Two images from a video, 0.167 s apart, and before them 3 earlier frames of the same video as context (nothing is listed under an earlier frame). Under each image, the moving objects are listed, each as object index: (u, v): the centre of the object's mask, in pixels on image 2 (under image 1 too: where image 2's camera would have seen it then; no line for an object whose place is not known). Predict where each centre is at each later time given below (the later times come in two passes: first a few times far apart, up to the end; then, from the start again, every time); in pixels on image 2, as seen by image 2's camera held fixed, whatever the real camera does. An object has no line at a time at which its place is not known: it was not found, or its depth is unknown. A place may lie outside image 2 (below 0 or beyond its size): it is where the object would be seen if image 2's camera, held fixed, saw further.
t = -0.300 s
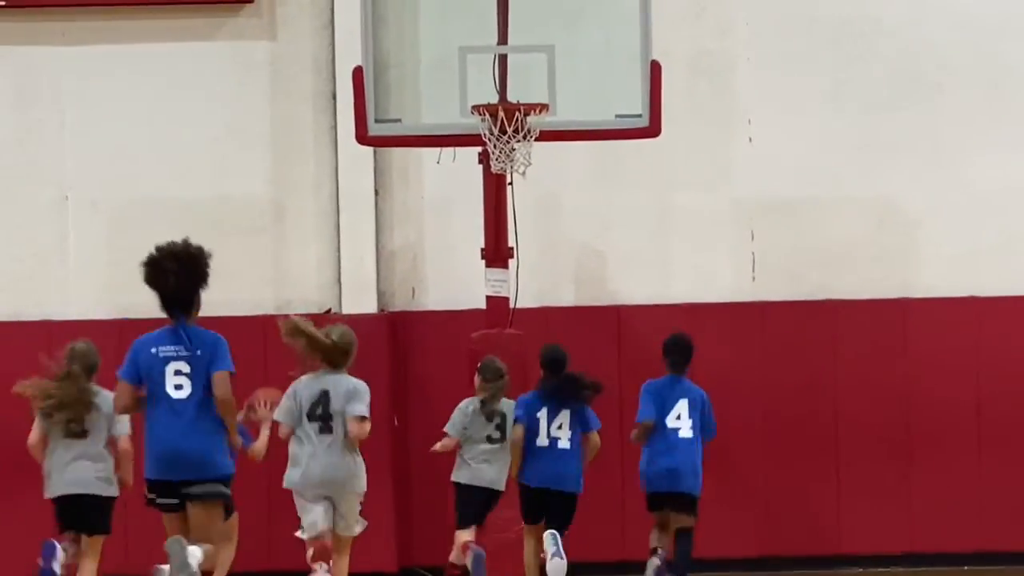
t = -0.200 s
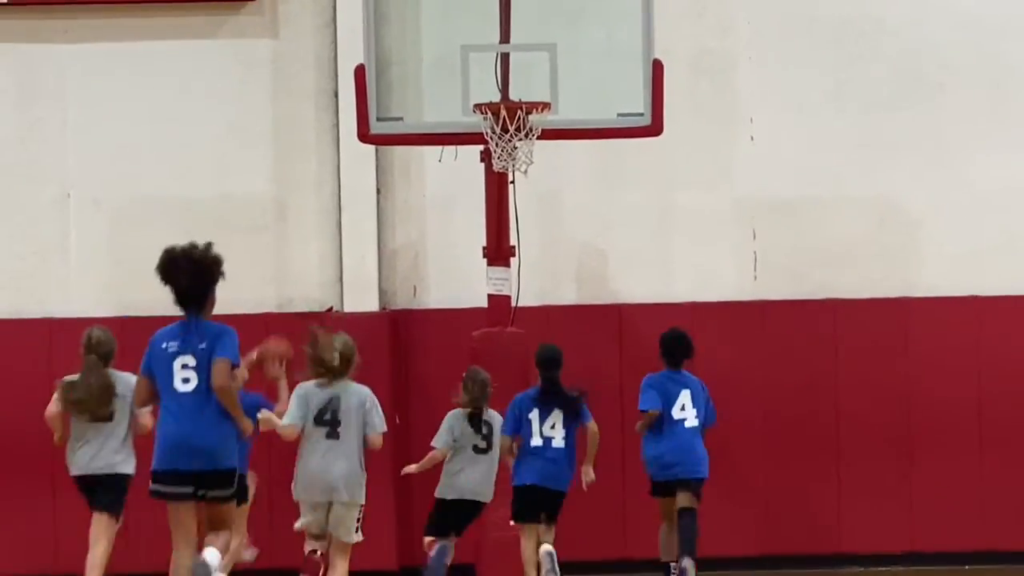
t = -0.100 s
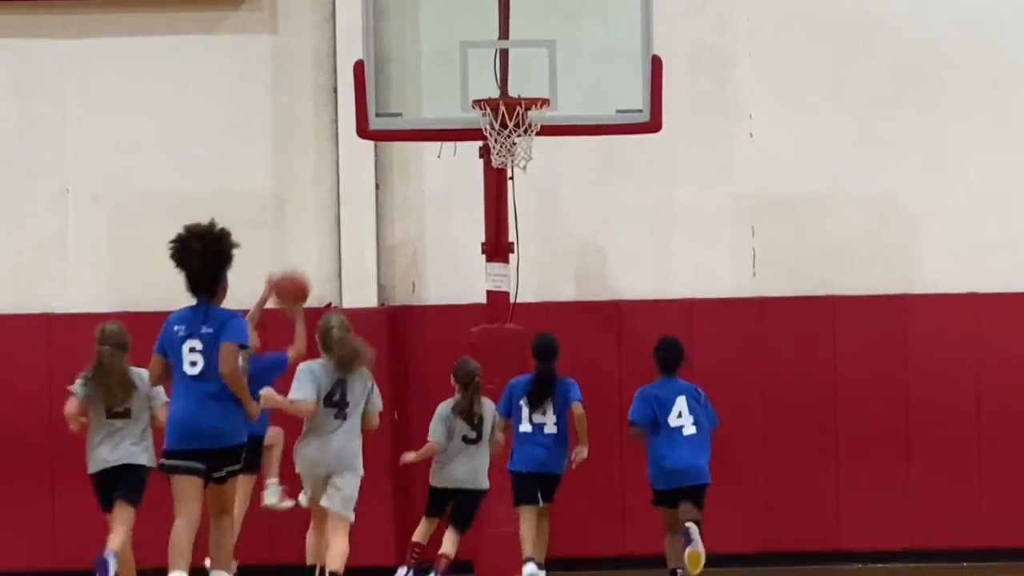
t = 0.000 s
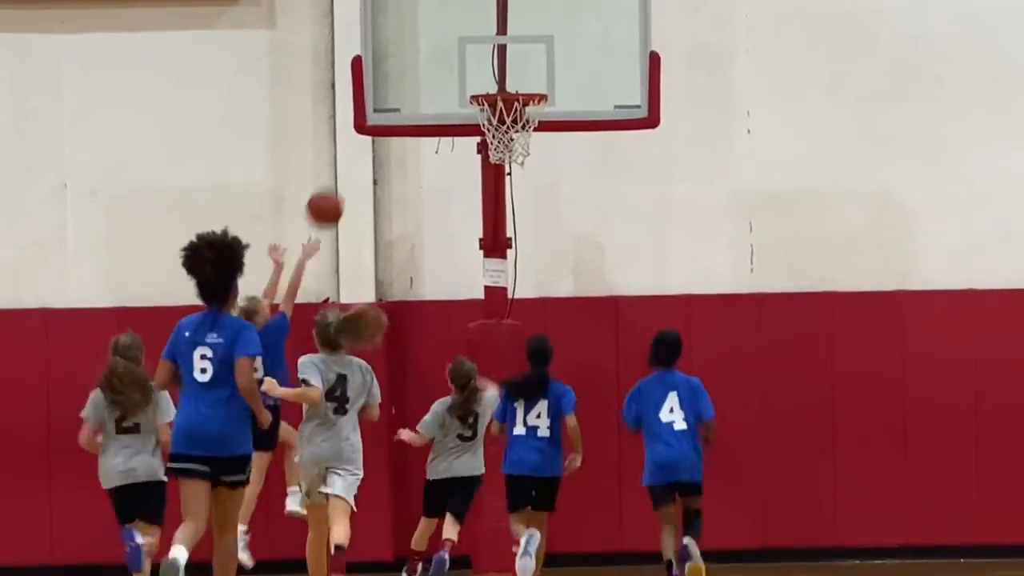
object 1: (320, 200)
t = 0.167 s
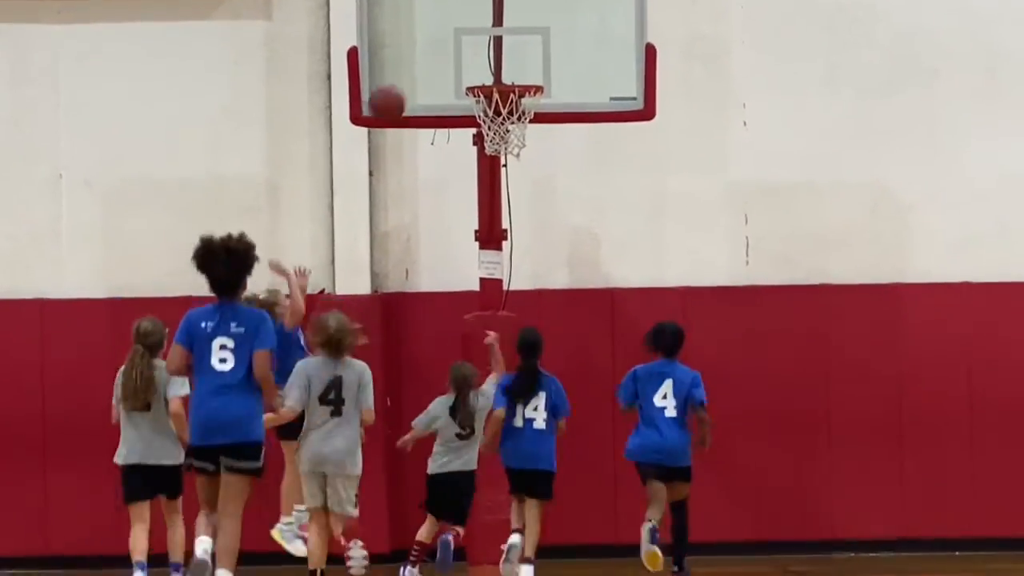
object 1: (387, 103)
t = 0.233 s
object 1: (412, 78)
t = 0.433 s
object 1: (467, 62)
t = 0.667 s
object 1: (516, 111)
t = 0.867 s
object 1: (522, 132)
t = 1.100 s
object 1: (491, 179)
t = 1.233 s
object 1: (478, 244)
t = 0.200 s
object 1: (400, 90)
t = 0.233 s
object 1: (412, 78)
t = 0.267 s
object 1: (425, 69)
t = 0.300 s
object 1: (435, 63)
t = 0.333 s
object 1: (443, 60)
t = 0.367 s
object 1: (451, 59)
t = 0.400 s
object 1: (459, 60)
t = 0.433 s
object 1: (467, 62)
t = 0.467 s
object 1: (475, 67)
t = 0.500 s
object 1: (484, 71)
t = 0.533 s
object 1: (492, 75)
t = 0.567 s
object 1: (499, 79)
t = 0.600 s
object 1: (505, 82)
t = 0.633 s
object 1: (510, 103)
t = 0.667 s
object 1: (516, 111)
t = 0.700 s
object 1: (522, 120)
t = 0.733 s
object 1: (524, 123)
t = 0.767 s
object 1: (524, 125)
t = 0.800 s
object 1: (525, 130)
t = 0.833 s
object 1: (522, 140)
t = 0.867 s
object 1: (522, 132)
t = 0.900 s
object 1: (517, 144)
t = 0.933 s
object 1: (514, 149)
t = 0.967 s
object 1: (509, 153)
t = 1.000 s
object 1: (505, 157)
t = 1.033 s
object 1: (500, 160)
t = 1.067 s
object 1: (495, 167)
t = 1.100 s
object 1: (491, 179)
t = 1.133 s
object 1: (488, 193)
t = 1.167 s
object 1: (484, 209)
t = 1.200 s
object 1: (481, 225)
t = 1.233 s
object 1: (478, 244)
